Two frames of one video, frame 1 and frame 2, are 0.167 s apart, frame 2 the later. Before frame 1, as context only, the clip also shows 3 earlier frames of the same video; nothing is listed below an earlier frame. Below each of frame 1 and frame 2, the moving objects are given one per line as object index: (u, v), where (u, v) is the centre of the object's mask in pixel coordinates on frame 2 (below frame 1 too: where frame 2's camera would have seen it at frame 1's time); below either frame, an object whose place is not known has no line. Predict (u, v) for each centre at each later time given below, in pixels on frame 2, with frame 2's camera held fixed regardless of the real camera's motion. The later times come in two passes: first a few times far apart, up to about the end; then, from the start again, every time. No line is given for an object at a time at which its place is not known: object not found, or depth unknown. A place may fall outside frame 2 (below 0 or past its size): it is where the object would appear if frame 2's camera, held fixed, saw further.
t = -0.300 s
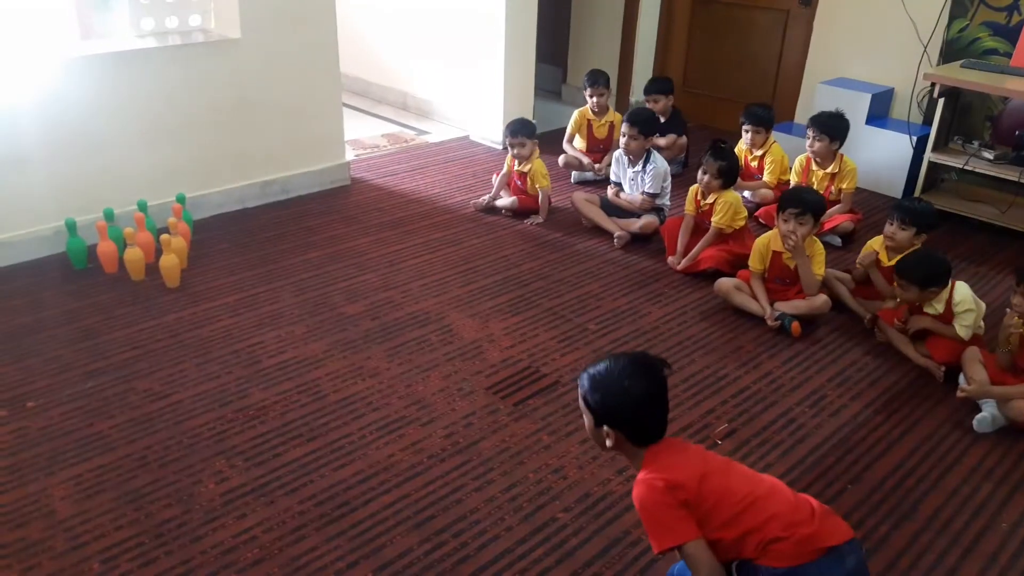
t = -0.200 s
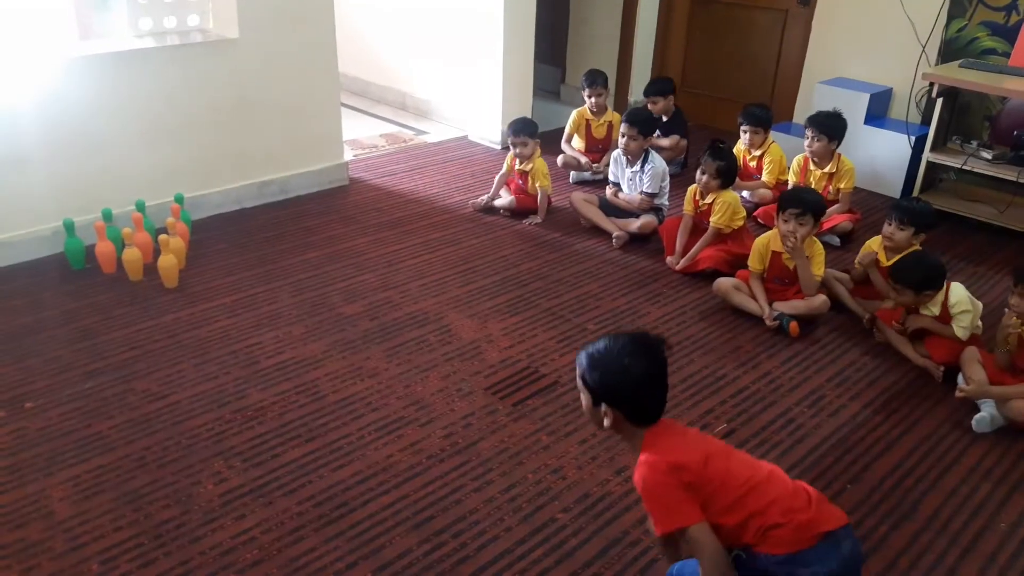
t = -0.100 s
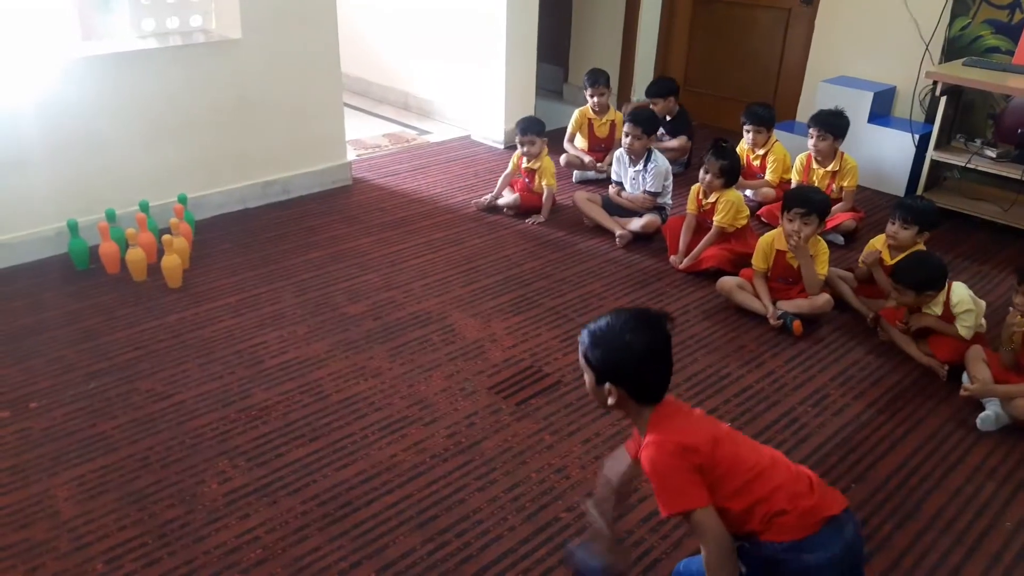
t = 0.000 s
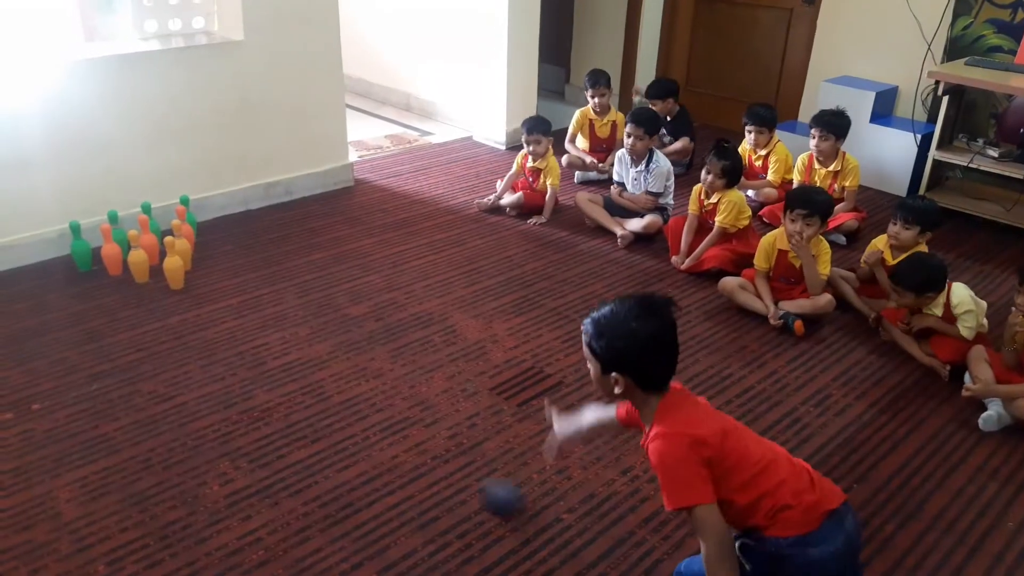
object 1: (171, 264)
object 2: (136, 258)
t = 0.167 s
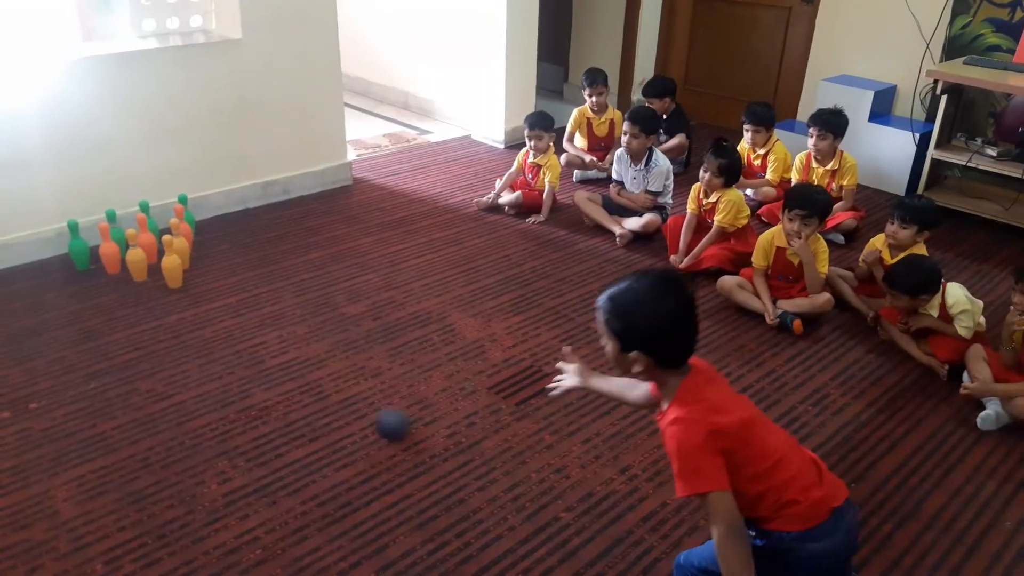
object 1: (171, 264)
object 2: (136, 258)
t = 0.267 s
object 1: (171, 264)
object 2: (136, 258)
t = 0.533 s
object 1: (171, 264)
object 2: (136, 258)
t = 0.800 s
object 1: (170, 259)
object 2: (136, 258)
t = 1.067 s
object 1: (166, 250)
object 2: (134, 252)
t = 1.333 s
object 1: (165, 248)
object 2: (133, 251)
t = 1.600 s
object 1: (171, 248)
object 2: (133, 254)
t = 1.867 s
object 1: (172, 251)
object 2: (131, 254)
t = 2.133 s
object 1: (168, 251)
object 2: (133, 254)
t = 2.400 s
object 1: (168, 251)
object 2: (137, 254)
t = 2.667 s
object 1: (168, 251)
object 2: (141, 253)
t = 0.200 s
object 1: (171, 264)
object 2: (136, 258)
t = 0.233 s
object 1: (171, 264)
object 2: (136, 258)
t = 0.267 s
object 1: (171, 264)
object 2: (136, 258)
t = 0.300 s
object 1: (171, 264)
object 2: (136, 258)
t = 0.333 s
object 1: (171, 264)
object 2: (136, 258)
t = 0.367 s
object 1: (171, 264)
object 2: (136, 258)
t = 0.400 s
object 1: (171, 264)
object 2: (136, 258)
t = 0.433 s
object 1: (171, 264)
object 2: (136, 258)
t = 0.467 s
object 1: (171, 265)
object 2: (136, 258)
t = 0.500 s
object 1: (171, 264)
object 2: (136, 258)
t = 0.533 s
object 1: (171, 264)
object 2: (136, 258)
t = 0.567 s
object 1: (171, 264)
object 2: (136, 258)
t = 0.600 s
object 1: (171, 264)
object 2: (136, 258)
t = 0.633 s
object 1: (171, 264)
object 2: (136, 258)
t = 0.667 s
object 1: (171, 264)
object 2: (136, 258)
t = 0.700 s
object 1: (171, 264)
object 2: (136, 258)
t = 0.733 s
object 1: (171, 264)
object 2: (136, 258)
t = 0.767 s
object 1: (171, 263)
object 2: (136, 258)
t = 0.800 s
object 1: (170, 259)
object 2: (136, 258)
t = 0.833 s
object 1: (170, 257)
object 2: (136, 258)
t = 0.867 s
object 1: (170, 256)
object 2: (136, 258)
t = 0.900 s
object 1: (170, 255)
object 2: (135, 256)
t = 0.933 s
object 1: (170, 253)
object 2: (134, 254)
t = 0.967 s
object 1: (169, 252)
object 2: (134, 251)
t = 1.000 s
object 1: (168, 251)
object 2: (134, 250)
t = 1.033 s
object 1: (166, 251)
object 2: (134, 252)
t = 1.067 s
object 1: (166, 250)
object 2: (134, 252)
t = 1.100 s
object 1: (165, 250)
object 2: (134, 252)
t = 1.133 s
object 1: (164, 251)
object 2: (134, 250)
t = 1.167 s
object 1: (164, 252)
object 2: (134, 249)
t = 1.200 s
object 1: (163, 255)
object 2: (134, 249)
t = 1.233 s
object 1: (164, 258)
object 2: (134, 248)
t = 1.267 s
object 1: (163, 253)
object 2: (133, 249)
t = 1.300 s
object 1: (163, 250)
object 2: (133, 250)
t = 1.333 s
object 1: (165, 248)
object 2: (133, 251)
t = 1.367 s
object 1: (165, 249)
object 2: (133, 254)
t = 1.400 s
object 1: (166, 251)
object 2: (132, 256)
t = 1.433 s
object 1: (167, 250)
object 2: (132, 259)
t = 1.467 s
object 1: (167, 248)
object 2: (131, 257)
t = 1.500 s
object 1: (167, 247)
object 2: (131, 254)
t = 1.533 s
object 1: (168, 248)
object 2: (132, 255)
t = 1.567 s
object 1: (169, 250)
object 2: (132, 254)
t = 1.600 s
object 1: (171, 248)
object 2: (133, 254)
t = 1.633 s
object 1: (172, 249)
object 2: (133, 254)
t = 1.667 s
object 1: (173, 250)
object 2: (133, 254)
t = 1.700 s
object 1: (173, 250)
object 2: (132, 254)
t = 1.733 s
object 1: (173, 251)
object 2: (132, 254)
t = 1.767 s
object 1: (173, 251)
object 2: (131, 254)
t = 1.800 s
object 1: (173, 251)
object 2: (131, 254)
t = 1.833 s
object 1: (172, 251)
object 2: (131, 254)
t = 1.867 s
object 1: (172, 251)
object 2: (131, 254)
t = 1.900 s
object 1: (171, 251)
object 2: (131, 254)
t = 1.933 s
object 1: (171, 251)
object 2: (131, 254)
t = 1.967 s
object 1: (171, 250)
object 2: (131, 254)
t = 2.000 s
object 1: (170, 251)
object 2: (132, 254)
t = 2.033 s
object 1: (169, 251)
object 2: (132, 254)
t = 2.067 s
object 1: (169, 251)
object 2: (132, 254)
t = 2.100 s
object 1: (168, 251)
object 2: (133, 254)
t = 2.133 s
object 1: (168, 251)
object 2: (133, 254)
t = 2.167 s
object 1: (168, 251)
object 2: (134, 254)
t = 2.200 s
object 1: (168, 251)
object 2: (134, 254)
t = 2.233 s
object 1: (168, 251)
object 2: (135, 254)
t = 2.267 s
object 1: (168, 251)
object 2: (135, 254)
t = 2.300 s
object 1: (168, 251)
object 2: (136, 254)
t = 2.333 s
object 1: (168, 251)
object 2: (136, 254)
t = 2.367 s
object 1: (168, 251)
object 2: (137, 254)
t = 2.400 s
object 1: (168, 251)
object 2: (137, 254)
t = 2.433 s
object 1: (168, 251)
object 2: (138, 254)
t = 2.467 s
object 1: (168, 251)
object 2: (139, 253)
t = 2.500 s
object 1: (168, 251)
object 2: (139, 253)
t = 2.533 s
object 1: (168, 251)
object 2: (140, 253)
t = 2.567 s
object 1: (168, 251)
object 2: (140, 253)
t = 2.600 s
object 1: (168, 251)
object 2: (141, 253)
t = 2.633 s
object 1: (168, 251)
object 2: (141, 253)
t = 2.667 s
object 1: (168, 251)
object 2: (141, 253)
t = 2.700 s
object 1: (168, 251)
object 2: (141, 253)
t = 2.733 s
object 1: (168, 251)
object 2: (141, 253)
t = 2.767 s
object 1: (168, 251)
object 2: (141, 253)
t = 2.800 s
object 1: (168, 251)
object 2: (141, 253)
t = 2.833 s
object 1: (168, 251)
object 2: (141, 253)
